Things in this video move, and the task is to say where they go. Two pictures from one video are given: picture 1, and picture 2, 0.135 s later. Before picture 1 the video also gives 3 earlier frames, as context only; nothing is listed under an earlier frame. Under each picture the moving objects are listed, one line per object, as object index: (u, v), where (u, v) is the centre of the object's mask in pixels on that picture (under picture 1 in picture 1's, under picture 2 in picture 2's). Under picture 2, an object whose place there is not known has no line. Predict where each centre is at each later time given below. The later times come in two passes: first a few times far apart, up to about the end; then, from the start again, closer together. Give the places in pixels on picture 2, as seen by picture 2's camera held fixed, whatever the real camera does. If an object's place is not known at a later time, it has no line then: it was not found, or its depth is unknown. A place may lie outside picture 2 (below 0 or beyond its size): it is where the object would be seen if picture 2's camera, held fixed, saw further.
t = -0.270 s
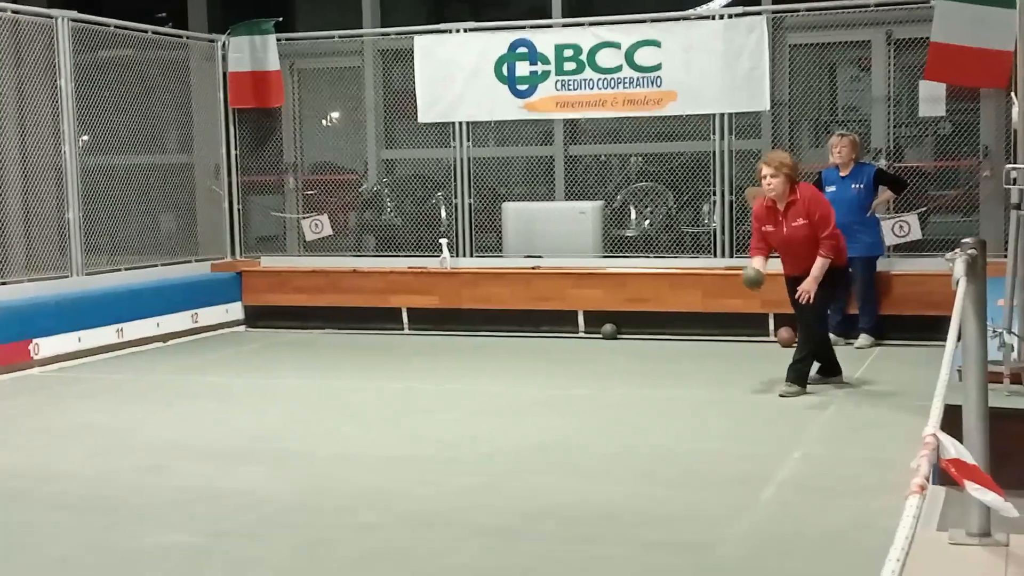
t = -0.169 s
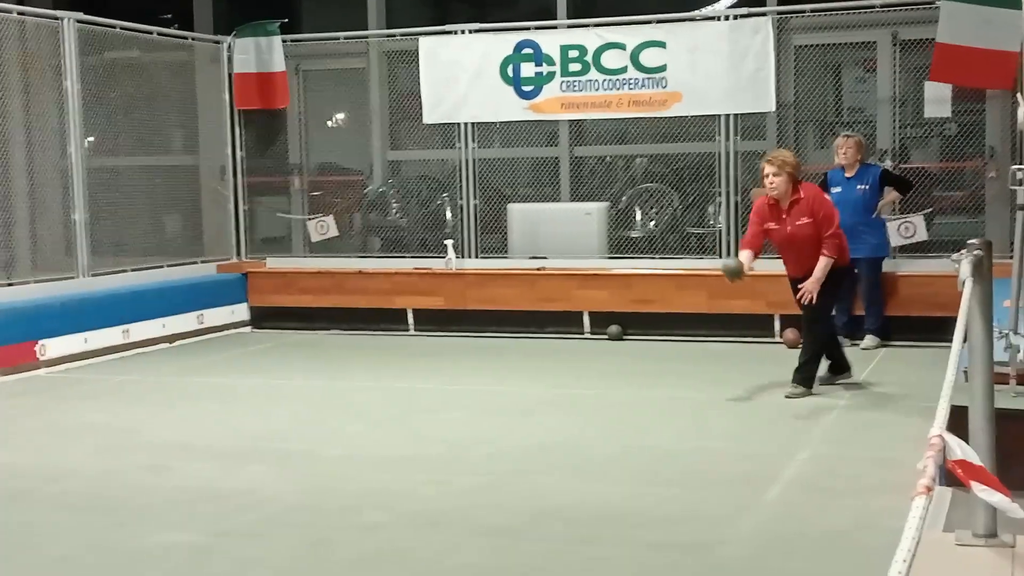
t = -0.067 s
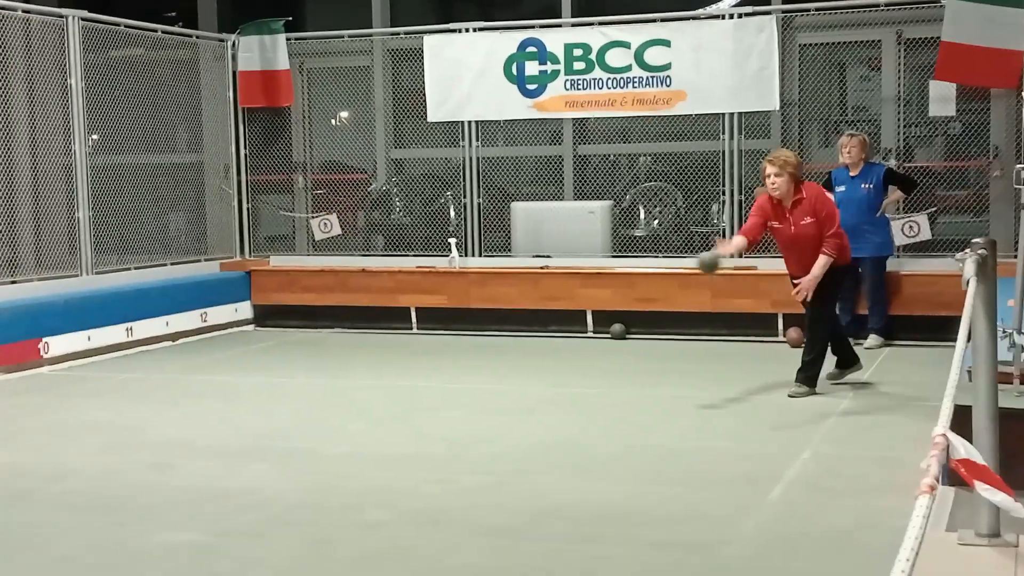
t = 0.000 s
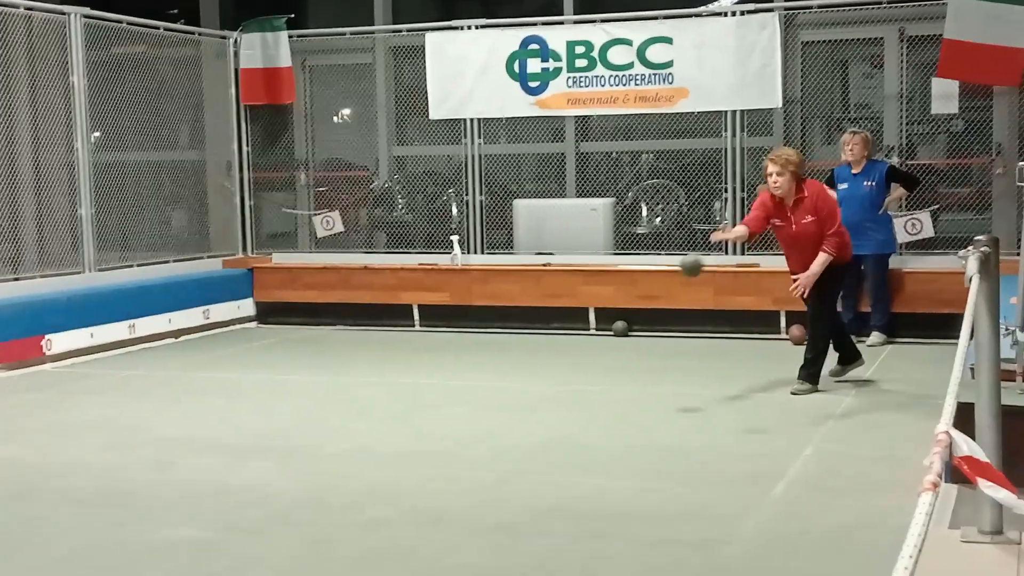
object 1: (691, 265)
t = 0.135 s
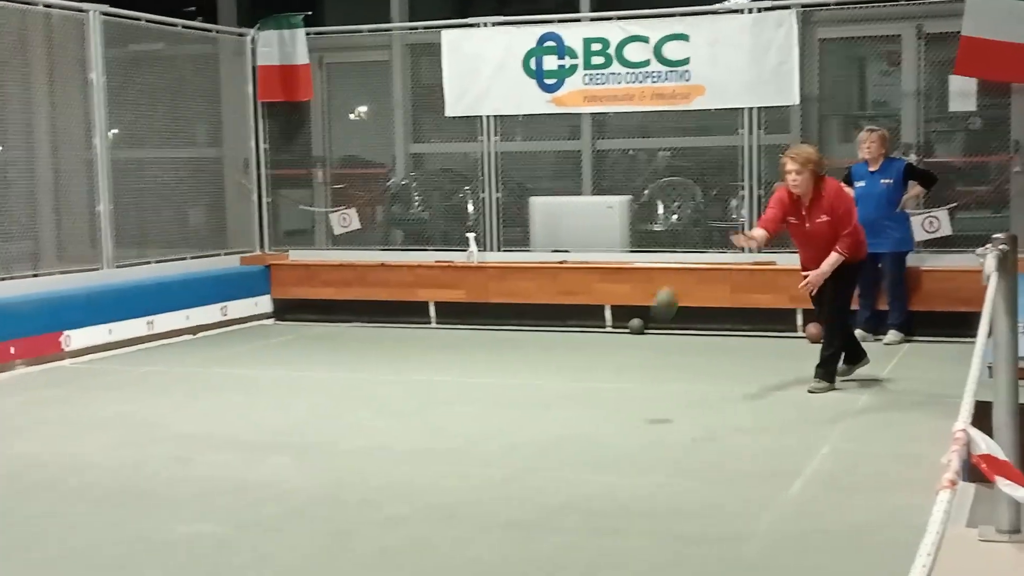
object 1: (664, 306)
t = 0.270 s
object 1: (620, 385)
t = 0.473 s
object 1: (562, 425)
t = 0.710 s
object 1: (489, 456)
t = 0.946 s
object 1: (405, 478)
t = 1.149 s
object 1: (325, 498)
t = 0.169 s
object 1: (654, 317)
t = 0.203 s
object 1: (643, 334)
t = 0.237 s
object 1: (632, 360)
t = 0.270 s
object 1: (620, 385)
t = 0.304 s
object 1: (610, 409)
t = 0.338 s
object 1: (598, 424)
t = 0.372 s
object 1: (590, 421)
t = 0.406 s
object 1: (580, 420)
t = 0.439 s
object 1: (572, 421)
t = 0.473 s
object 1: (562, 425)
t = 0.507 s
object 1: (553, 431)
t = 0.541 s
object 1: (543, 440)
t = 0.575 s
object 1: (533, 443)
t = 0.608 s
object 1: (522, 447)
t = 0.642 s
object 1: (511, 450)
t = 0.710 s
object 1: (489, 456)
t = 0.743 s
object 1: (478, 459)
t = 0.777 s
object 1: (466, 462)
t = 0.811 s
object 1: (454, 465)
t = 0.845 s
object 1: (443, 468)
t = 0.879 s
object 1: (431, 471)
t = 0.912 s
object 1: (418, 474)
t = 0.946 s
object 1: (405, 478)
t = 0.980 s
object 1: (393, 480)
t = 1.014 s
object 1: (381, 483)
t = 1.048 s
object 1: (367, 487)
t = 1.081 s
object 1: (353, 491)
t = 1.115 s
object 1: (339, 495)
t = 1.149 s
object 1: (325, 498)
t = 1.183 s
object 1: (311, 501)
